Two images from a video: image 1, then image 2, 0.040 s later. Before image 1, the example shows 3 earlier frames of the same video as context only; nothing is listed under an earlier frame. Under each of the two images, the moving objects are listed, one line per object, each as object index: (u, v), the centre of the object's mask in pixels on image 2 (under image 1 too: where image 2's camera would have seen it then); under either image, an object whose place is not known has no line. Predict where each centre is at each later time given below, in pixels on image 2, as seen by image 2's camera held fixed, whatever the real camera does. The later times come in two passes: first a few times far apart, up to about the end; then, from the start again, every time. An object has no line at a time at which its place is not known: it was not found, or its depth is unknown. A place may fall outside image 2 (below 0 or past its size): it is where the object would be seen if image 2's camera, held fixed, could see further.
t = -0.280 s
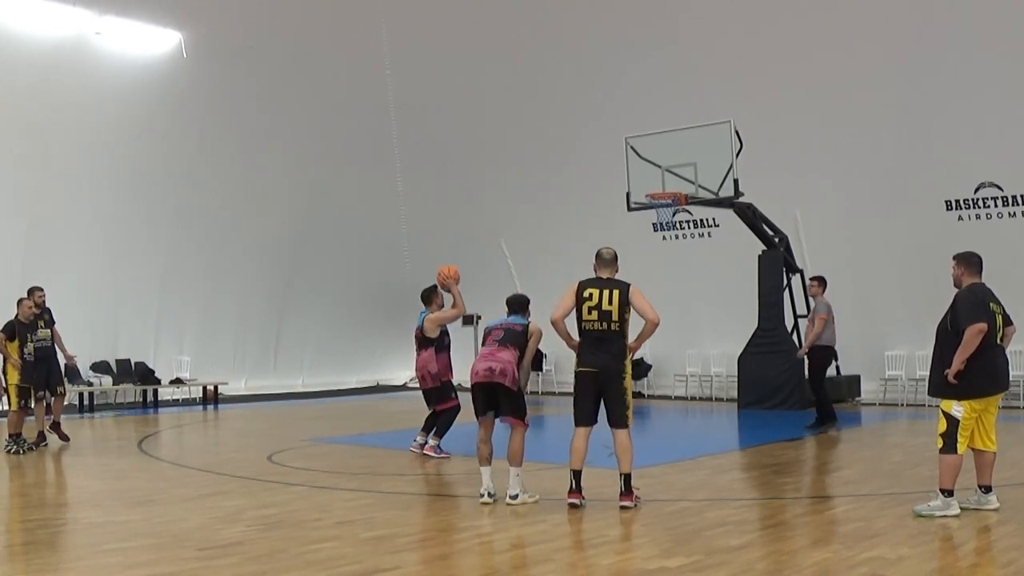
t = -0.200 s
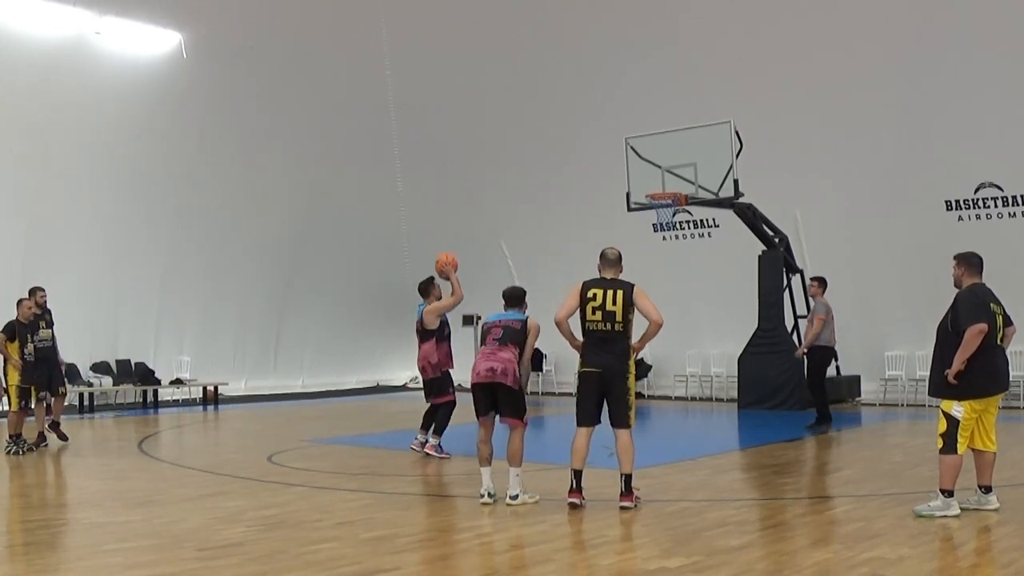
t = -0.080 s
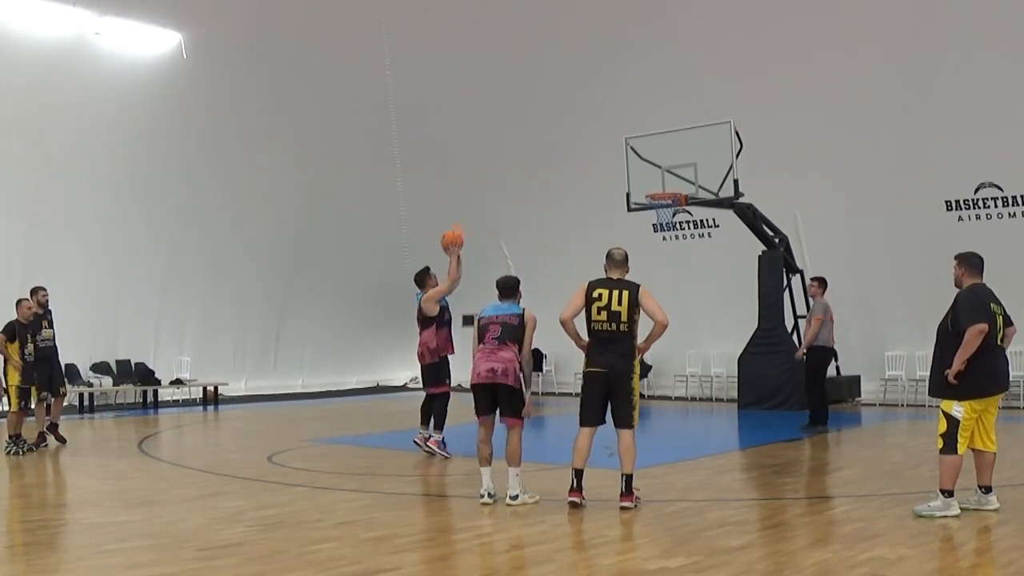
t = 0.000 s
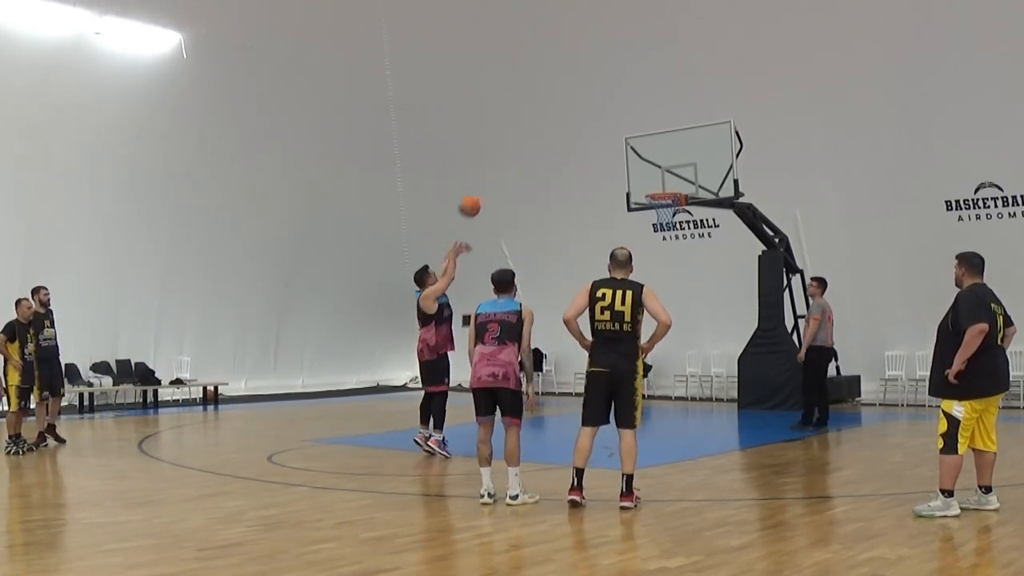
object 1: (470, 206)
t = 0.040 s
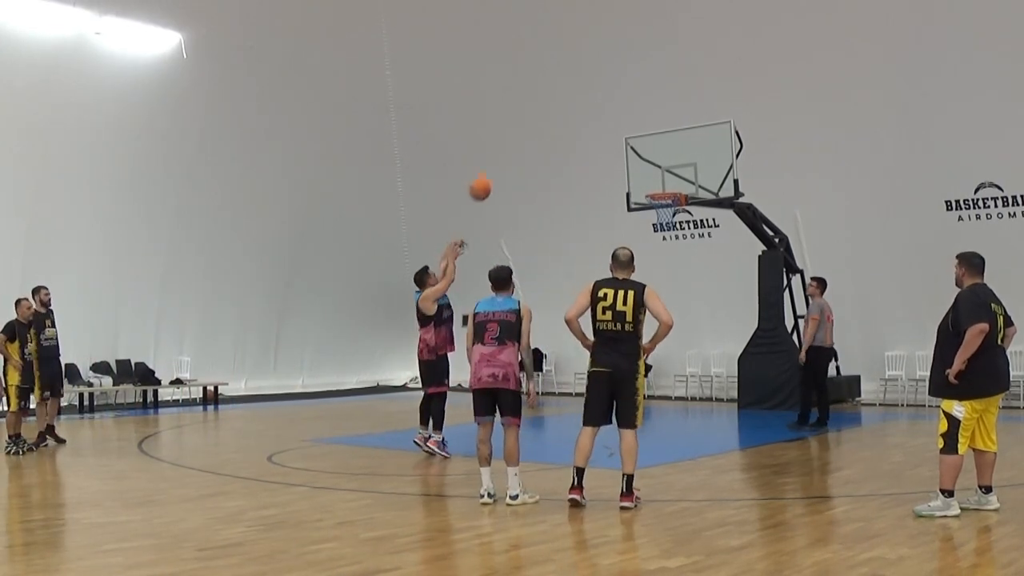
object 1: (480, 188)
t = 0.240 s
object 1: (528, 130)
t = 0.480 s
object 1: (580, 111)
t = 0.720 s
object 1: (626, 134)
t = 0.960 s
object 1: (665, 188)
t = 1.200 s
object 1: (666, 176)
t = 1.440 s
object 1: (672, 181)
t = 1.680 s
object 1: (679, 232)
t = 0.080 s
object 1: (490, 174)
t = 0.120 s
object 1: (501, 159)
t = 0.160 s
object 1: (510, 148)
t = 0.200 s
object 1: (519, 139)
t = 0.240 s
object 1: (528, 130)
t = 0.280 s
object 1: (537, 123)
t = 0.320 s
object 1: (546, 118)
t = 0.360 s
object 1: (555, 114)
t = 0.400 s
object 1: (563, 112)
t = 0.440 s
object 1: (571, 111)
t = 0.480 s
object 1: (580, 111)
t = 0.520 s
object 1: (587, 112)
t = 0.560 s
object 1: (595, 114)
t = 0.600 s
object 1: (603, 117)
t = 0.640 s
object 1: (611, 122)
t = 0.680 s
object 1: (618, 127)
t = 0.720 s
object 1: (626, 134)
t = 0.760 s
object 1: (634, 142)
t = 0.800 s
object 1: (641, 151)
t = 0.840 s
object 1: (648, 161)
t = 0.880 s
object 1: (655, 172)
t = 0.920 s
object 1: (662, 184)
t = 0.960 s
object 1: (665, 188)
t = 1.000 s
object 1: (661, 189)
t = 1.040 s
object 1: (662, 188)
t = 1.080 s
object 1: (663, 187)
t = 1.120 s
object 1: (664, 183)
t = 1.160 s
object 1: (665, 179)
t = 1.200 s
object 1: (666, 176)
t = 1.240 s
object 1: (667, 174)
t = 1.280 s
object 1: (668, 173)
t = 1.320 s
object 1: (668, 173)
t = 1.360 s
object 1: (669, 175)
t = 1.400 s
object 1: (670, 177)
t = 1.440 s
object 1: (672, 181)
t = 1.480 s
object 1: (672, 186)
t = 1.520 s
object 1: (673, 191)
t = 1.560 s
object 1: (675, 200)
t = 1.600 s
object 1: (676, 210)
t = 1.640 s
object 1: (677, 221)
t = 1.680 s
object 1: (679, 232)
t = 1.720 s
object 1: (680, 246)
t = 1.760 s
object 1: (681, 260)
